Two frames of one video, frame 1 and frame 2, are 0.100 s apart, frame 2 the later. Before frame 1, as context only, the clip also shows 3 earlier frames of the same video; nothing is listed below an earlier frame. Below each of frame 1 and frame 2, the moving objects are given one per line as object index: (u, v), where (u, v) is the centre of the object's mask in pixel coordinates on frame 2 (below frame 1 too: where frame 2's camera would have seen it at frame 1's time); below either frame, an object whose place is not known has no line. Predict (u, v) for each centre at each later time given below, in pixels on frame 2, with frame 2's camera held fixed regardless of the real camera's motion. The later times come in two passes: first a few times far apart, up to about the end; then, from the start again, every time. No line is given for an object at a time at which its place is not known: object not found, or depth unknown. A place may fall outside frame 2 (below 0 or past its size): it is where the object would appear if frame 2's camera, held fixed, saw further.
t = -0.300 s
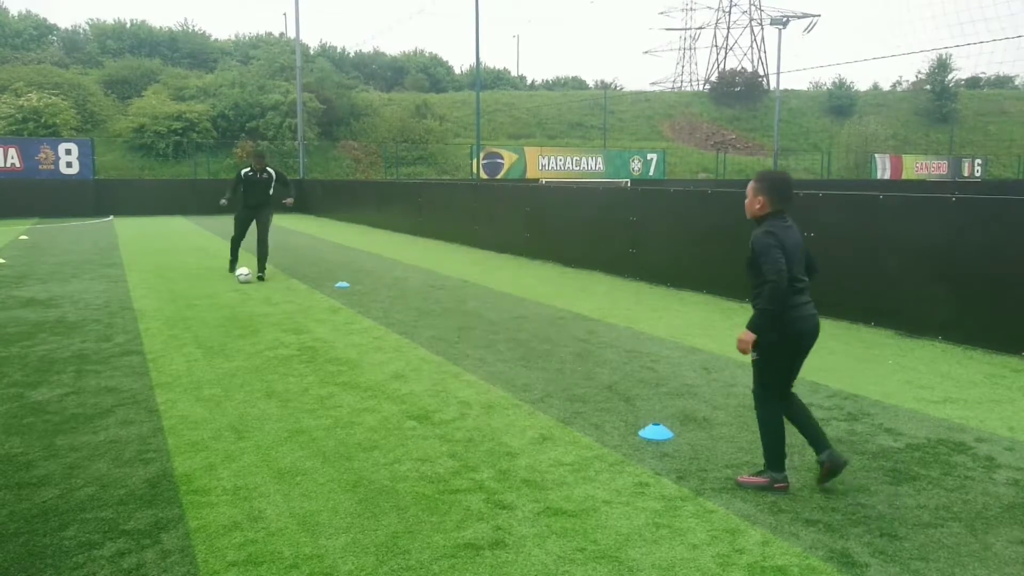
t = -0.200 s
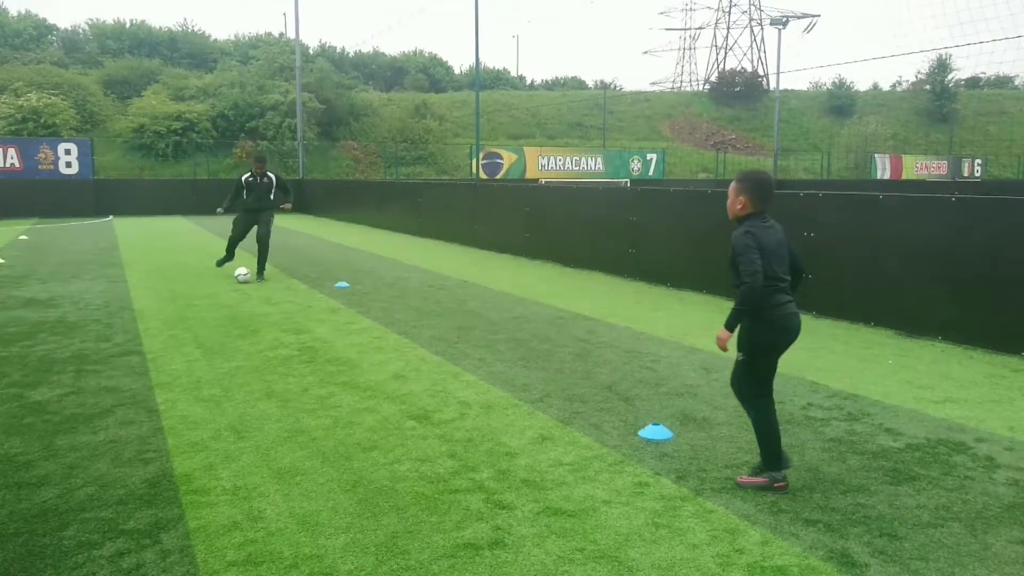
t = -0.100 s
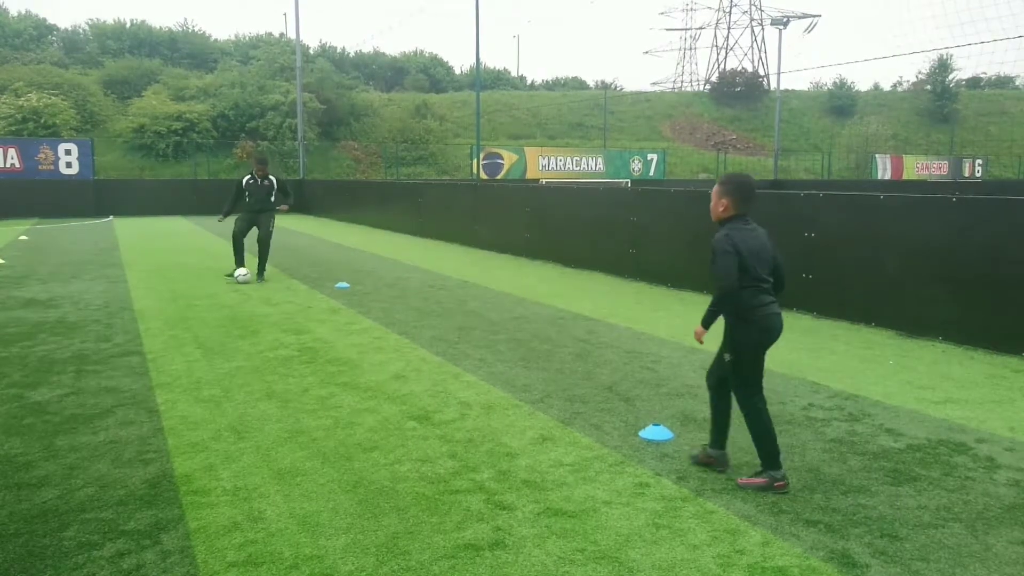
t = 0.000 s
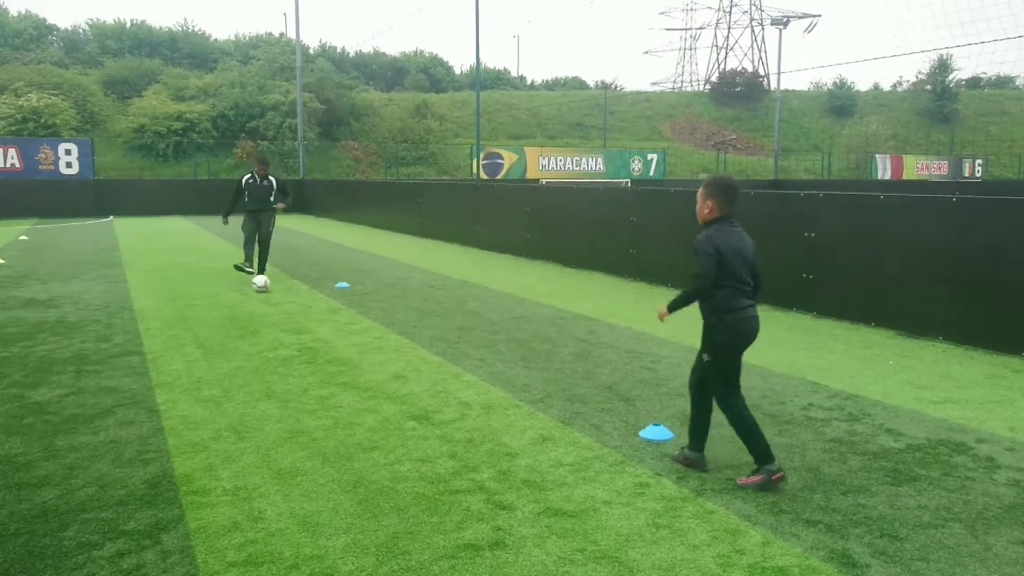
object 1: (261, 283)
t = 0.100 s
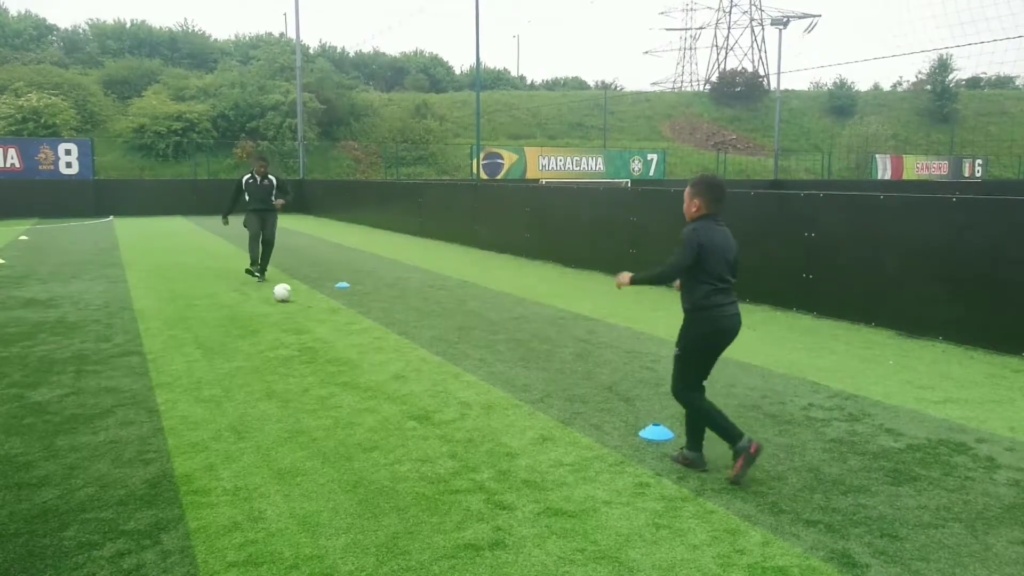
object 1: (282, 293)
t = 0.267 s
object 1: (323, 307)
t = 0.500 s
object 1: (391, 334)
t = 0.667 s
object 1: (446, 353)
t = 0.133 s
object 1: (290, 295)
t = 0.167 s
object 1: (298, 298)
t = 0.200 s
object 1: (306, 302)
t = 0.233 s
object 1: (314, 304)
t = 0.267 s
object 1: (323, 307)
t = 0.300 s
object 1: (332, 310)
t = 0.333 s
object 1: (341, 315)
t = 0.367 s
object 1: (351, 319)
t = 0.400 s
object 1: (360, 322)
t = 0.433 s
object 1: (370, 325)
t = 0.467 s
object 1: (380, 330)
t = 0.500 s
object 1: (391, 334)
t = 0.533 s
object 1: (401, 337)
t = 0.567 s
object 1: (412, 340)
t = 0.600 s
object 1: (423, 346)
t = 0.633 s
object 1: (435, 351)
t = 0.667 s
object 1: (446, 353)
